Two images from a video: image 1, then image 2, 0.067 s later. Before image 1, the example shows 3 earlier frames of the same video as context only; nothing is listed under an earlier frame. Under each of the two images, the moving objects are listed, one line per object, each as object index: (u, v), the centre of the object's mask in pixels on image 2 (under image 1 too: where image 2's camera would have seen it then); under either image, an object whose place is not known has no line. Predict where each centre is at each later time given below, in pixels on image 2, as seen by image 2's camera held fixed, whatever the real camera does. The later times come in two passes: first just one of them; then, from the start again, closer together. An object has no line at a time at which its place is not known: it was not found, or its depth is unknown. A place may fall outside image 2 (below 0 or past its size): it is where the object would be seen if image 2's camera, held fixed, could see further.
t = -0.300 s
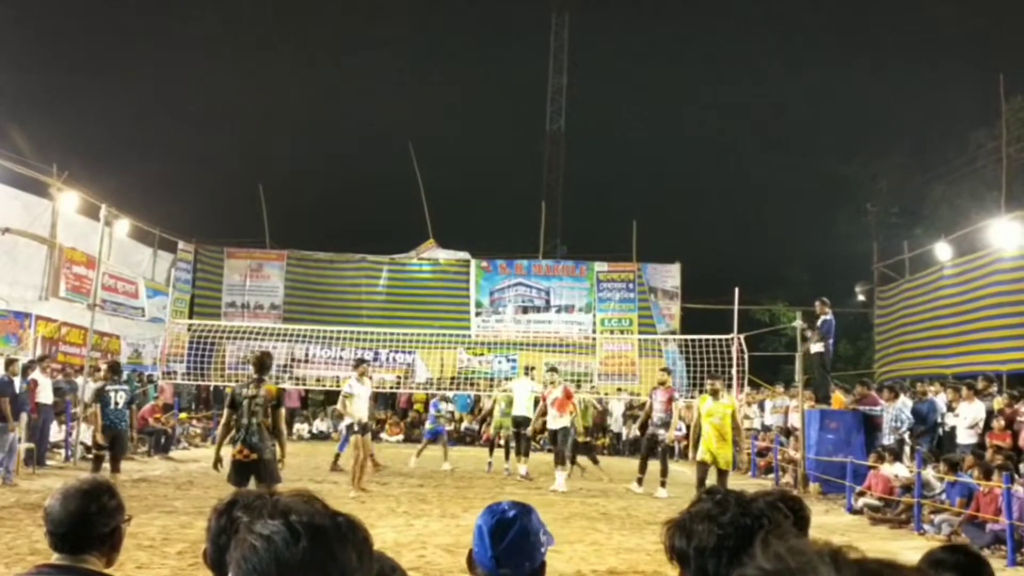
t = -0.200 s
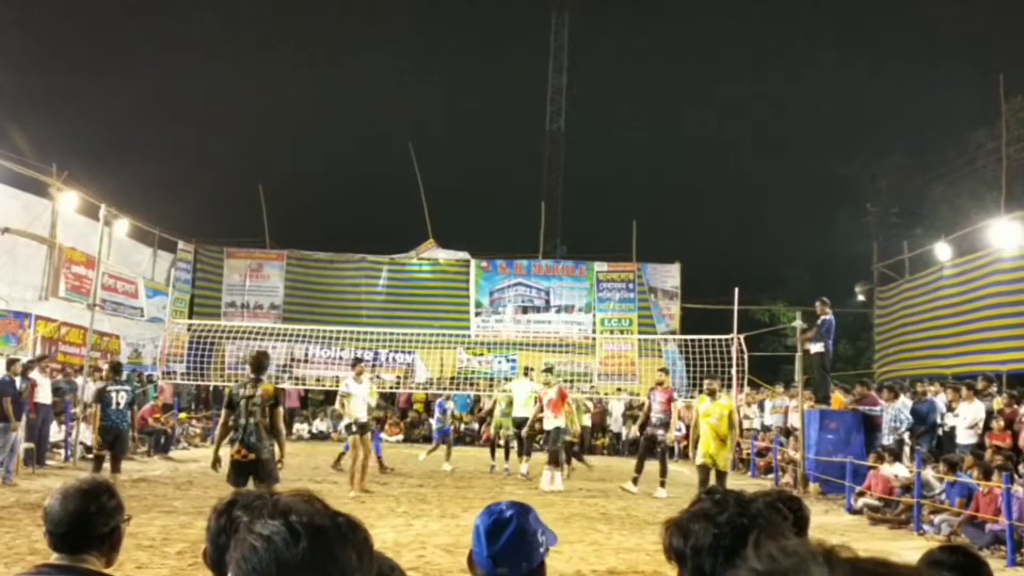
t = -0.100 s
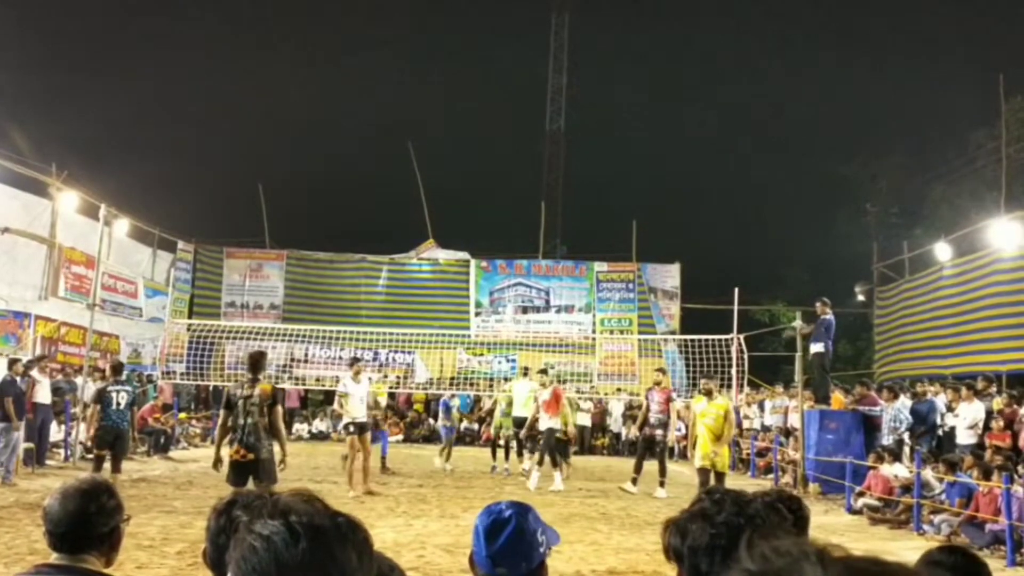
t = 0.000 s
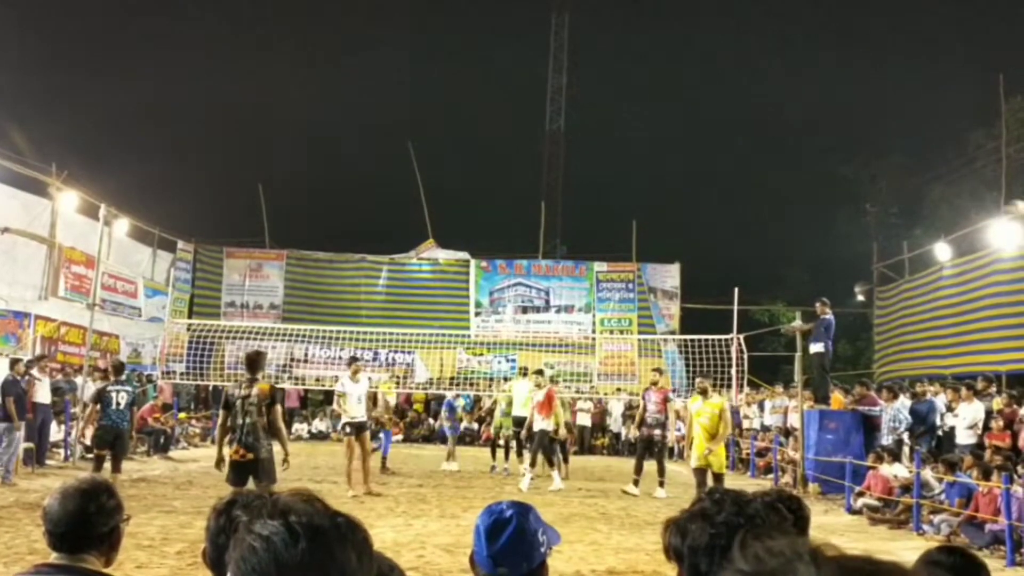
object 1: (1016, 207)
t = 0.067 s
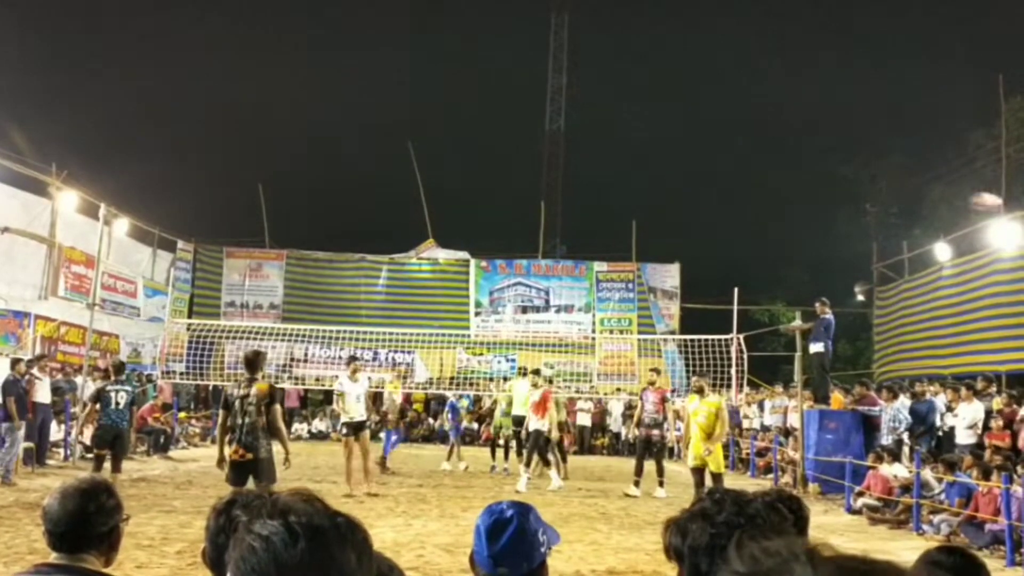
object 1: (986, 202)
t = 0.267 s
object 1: (886, 201)
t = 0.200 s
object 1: (919, 198)
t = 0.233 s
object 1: (903, 199)
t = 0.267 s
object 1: (886, 201)
